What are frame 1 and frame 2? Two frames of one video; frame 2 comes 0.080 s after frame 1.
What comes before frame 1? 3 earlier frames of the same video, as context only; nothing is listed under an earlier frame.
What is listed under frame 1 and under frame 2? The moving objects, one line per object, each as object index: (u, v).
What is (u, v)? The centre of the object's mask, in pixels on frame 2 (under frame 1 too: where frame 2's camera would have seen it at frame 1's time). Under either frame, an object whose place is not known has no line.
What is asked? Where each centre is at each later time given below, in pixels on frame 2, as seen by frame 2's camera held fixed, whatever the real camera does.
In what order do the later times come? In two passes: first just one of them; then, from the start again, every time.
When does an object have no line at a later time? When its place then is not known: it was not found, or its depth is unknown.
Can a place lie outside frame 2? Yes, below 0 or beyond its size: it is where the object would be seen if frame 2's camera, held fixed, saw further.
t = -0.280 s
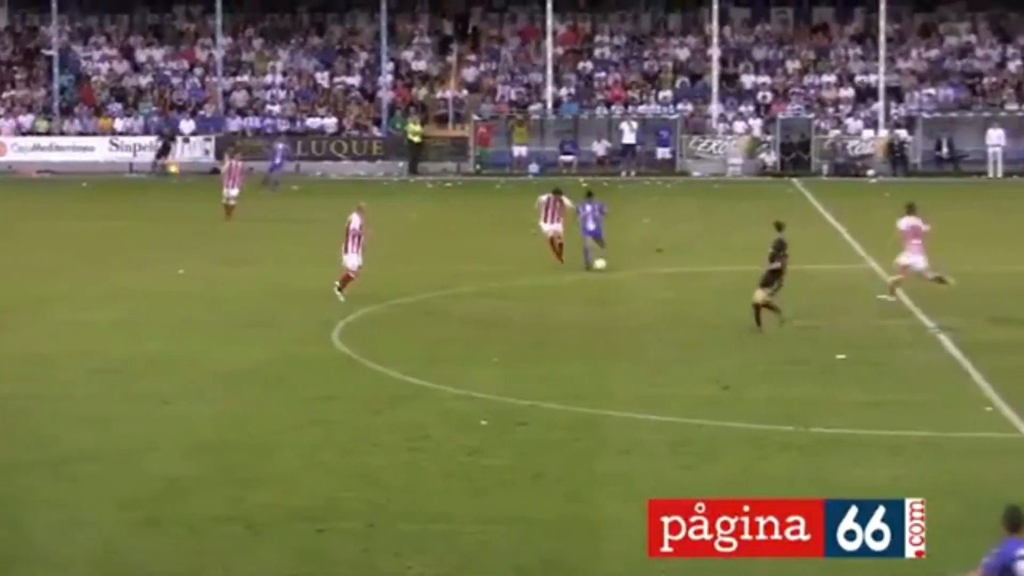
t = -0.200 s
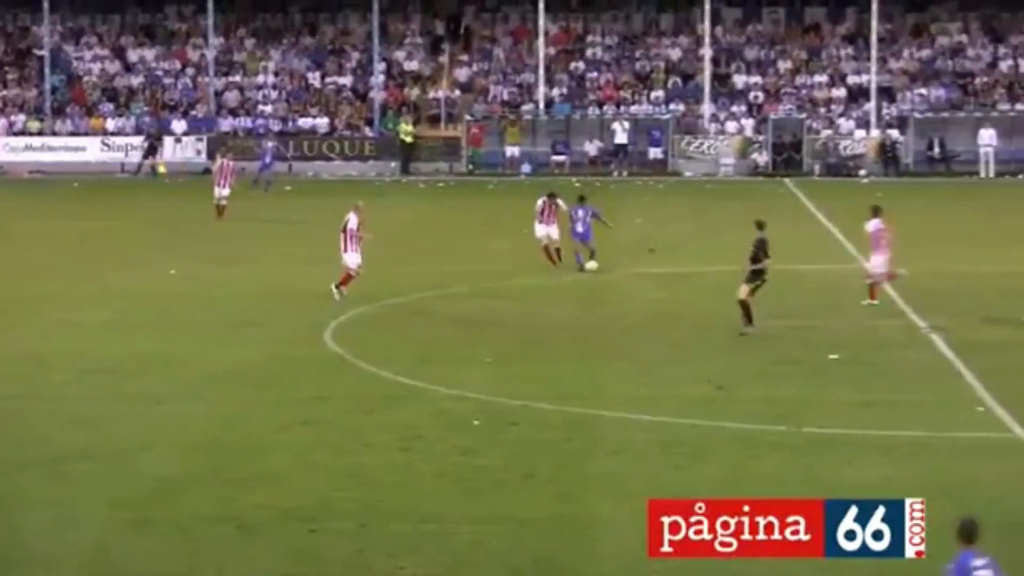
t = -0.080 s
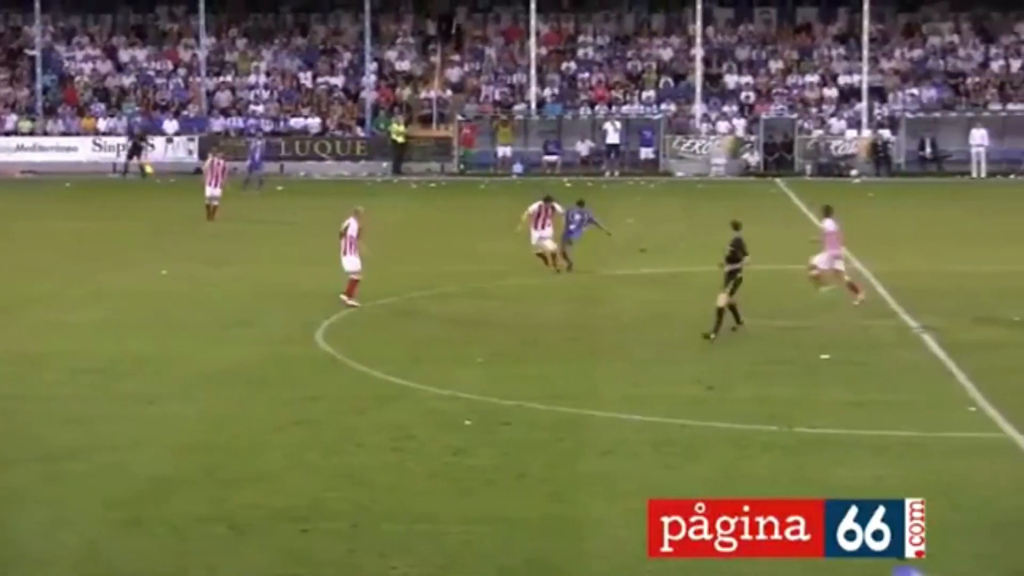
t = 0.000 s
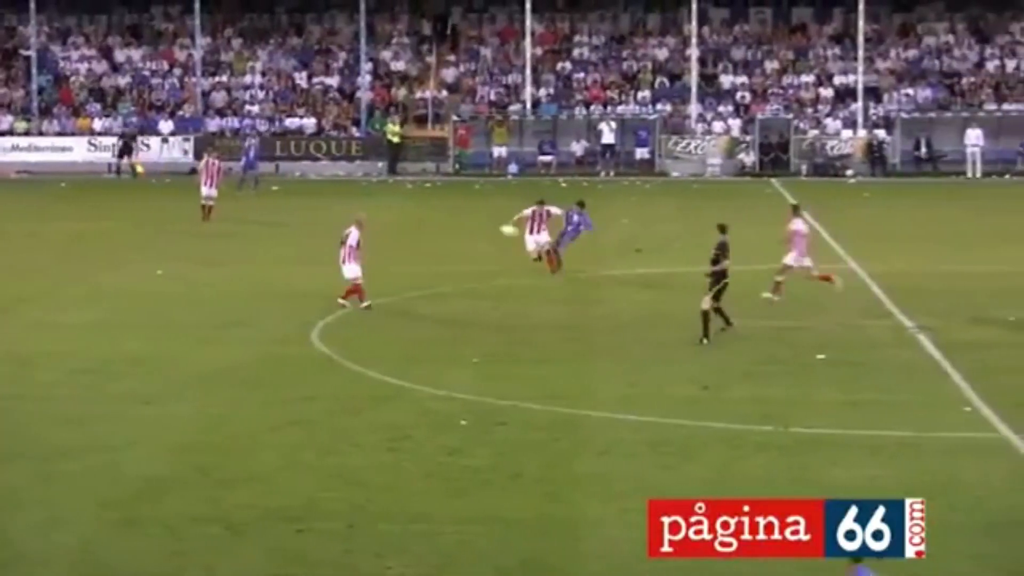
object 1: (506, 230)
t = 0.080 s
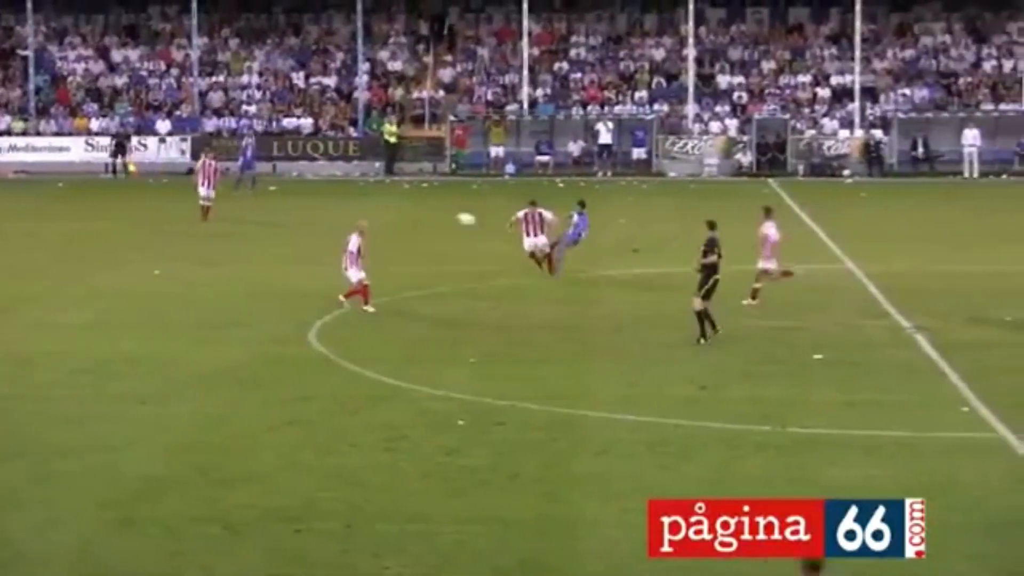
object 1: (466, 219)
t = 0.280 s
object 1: (349, 205)
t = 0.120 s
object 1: (444, 214)
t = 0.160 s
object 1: (422, 210)
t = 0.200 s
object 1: (399, 207)
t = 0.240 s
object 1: (375, 206)
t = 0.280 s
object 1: (349, 205)
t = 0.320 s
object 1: (322, 205)
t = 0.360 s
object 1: (294, 207)
